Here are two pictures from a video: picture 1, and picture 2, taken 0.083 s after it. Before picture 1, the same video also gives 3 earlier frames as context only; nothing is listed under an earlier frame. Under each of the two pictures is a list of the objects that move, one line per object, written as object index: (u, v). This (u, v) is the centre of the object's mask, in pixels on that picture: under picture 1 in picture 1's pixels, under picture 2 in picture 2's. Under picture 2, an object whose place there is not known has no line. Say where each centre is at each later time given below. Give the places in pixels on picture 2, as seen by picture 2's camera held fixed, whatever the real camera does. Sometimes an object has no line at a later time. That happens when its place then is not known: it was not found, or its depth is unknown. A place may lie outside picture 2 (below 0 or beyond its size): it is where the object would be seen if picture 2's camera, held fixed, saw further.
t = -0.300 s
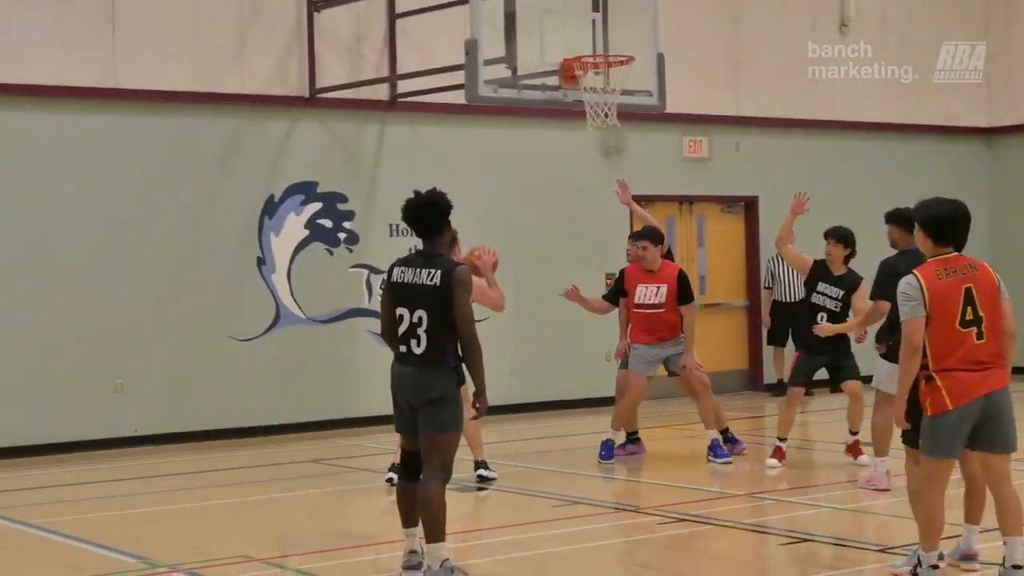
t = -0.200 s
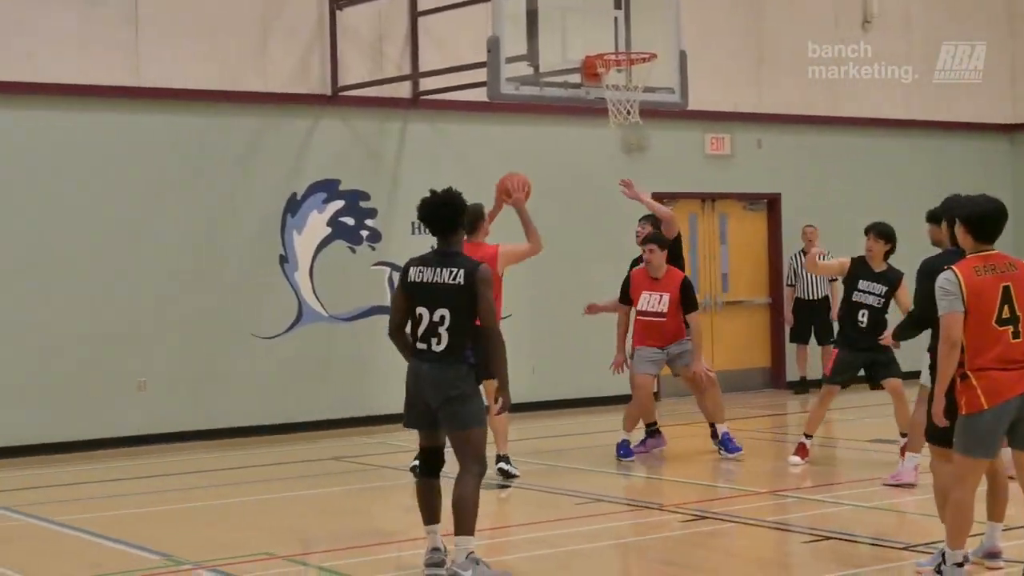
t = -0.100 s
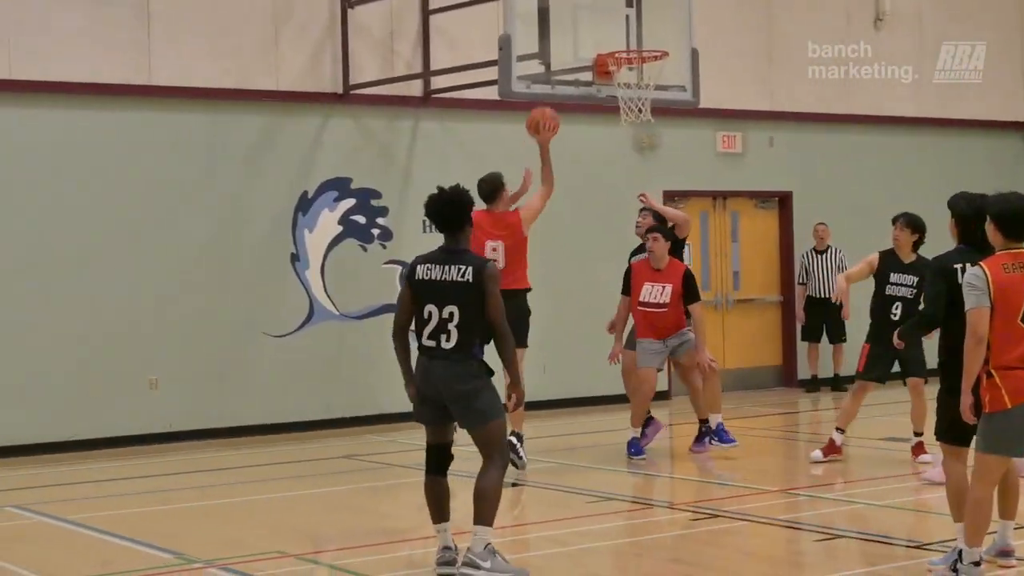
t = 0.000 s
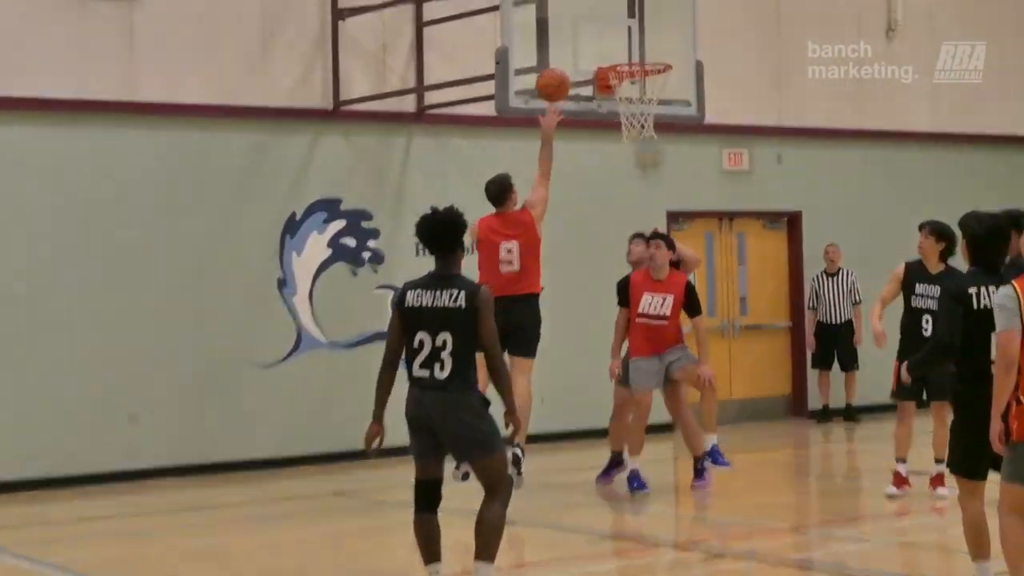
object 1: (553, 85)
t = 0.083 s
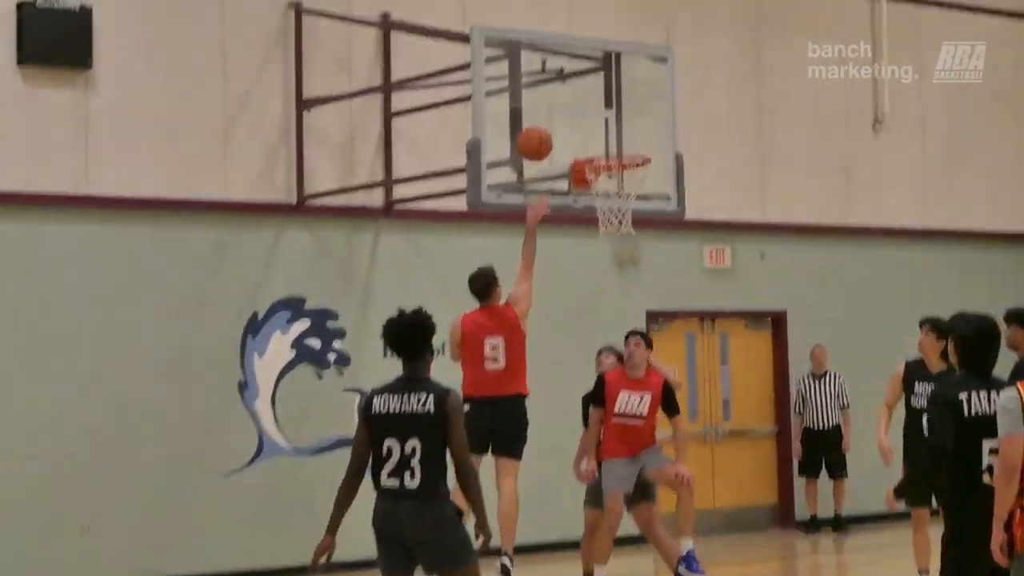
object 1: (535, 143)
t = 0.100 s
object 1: (537, 138)
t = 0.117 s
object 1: (538, 132)
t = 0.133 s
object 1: (540, 127)
